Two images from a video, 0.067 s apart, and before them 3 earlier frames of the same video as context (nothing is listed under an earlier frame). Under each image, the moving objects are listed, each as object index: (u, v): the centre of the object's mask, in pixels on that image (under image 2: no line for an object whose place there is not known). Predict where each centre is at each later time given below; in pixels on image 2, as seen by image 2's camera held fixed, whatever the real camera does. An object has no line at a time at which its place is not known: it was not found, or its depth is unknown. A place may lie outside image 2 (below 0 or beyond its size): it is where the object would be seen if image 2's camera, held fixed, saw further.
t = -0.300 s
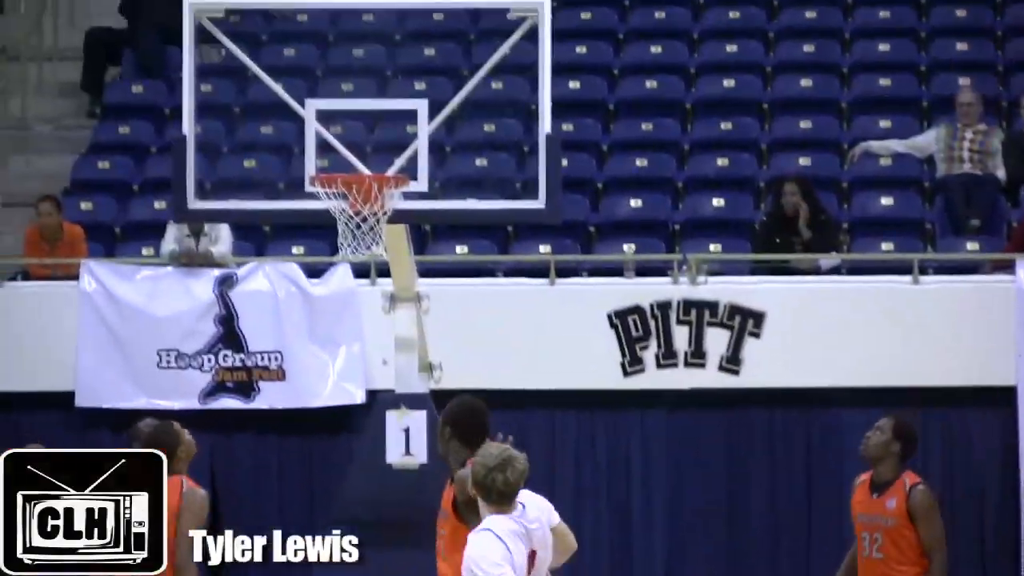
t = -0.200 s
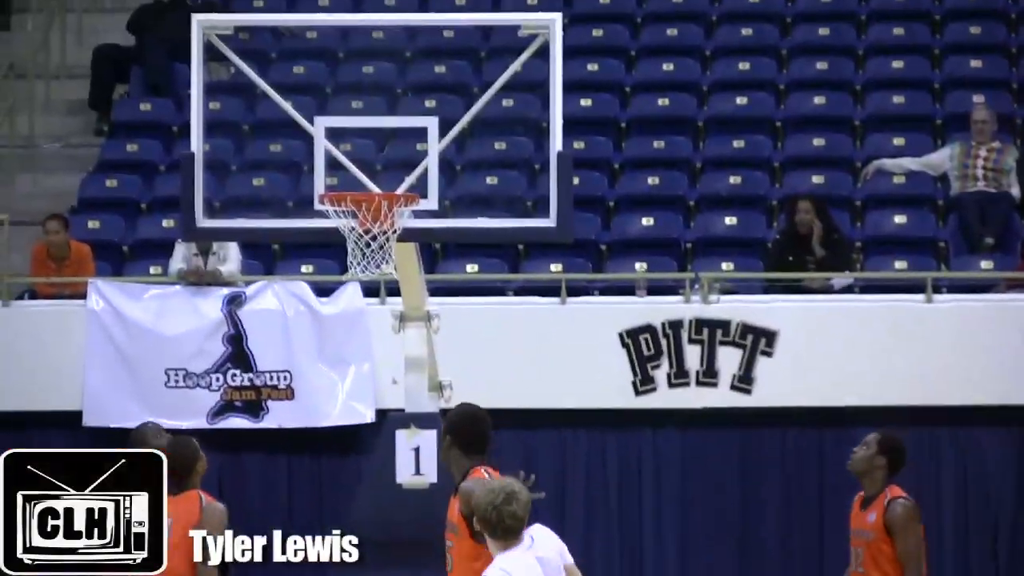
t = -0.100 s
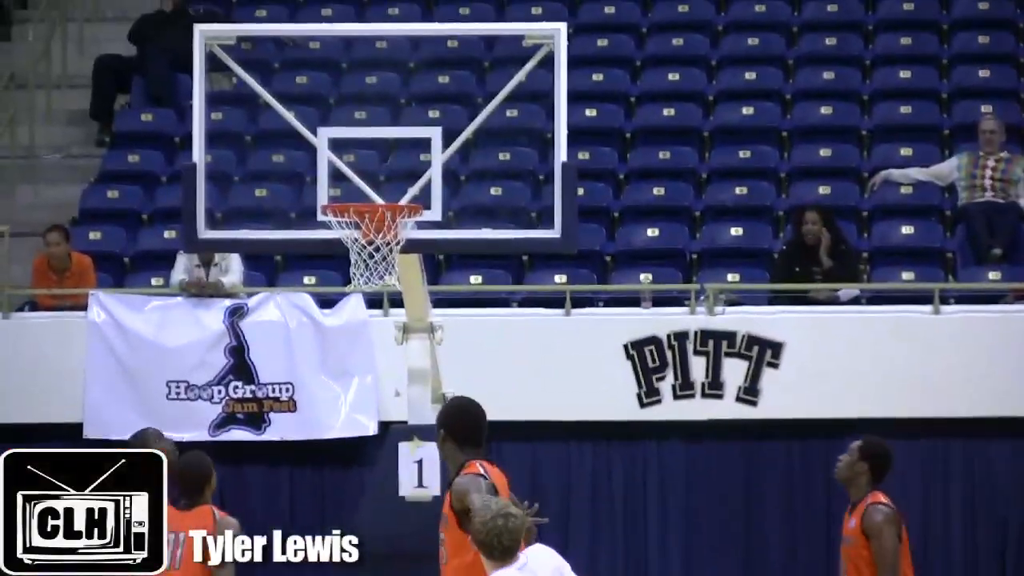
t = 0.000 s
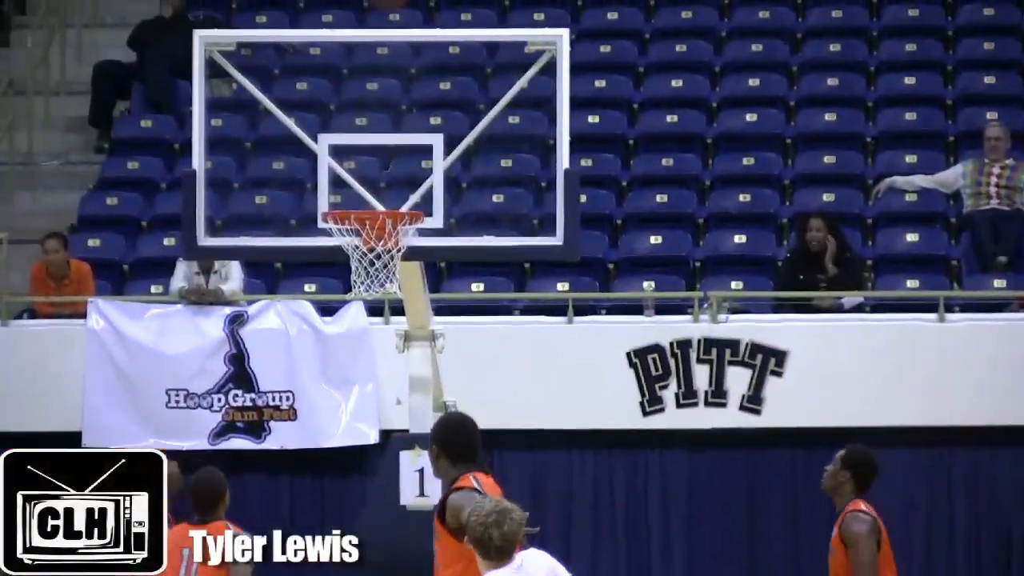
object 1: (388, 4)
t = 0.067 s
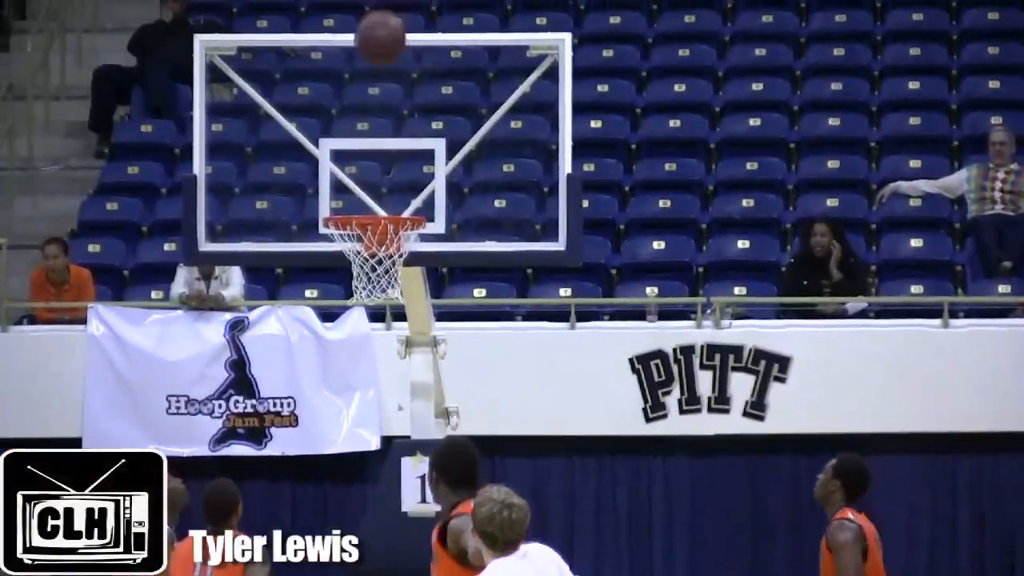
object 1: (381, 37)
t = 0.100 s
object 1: (376, 68)
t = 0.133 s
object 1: (371, 98)
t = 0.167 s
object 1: (368, 131)
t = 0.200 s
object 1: (363, 168)
